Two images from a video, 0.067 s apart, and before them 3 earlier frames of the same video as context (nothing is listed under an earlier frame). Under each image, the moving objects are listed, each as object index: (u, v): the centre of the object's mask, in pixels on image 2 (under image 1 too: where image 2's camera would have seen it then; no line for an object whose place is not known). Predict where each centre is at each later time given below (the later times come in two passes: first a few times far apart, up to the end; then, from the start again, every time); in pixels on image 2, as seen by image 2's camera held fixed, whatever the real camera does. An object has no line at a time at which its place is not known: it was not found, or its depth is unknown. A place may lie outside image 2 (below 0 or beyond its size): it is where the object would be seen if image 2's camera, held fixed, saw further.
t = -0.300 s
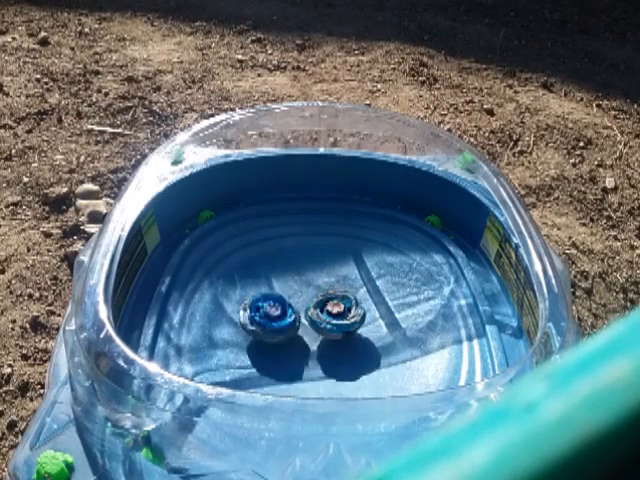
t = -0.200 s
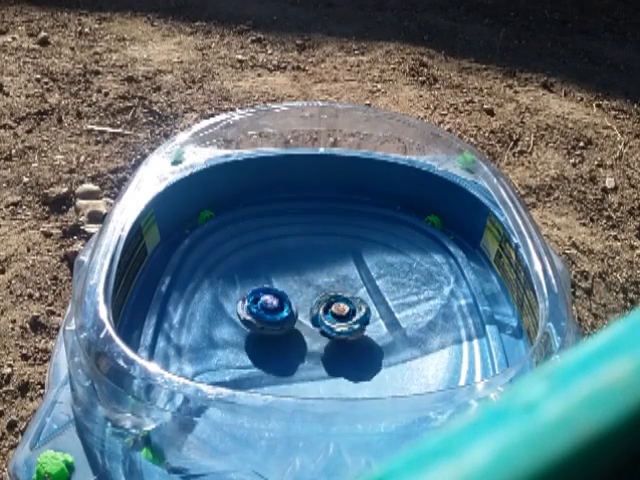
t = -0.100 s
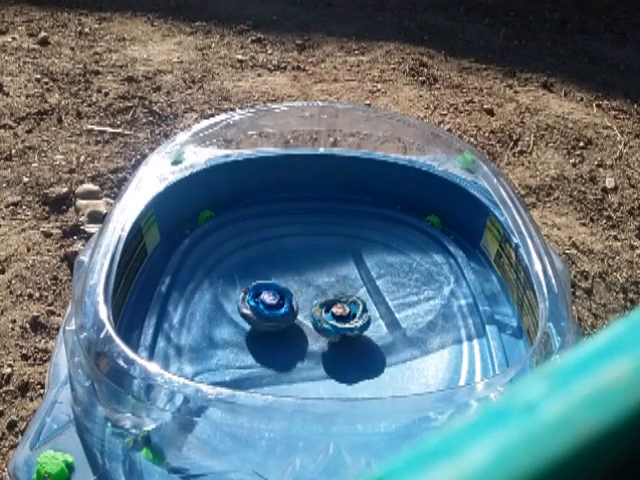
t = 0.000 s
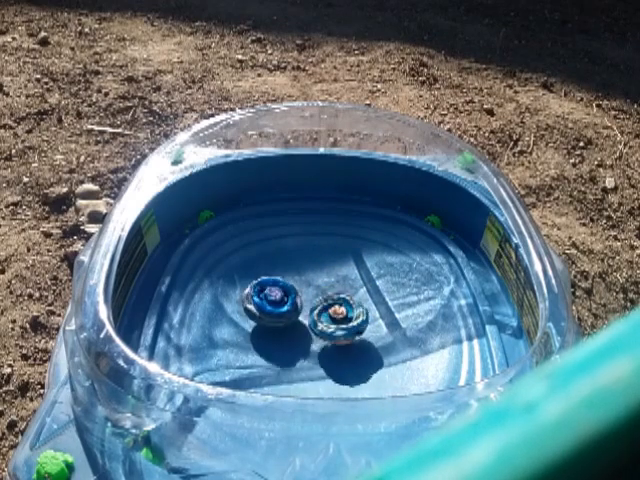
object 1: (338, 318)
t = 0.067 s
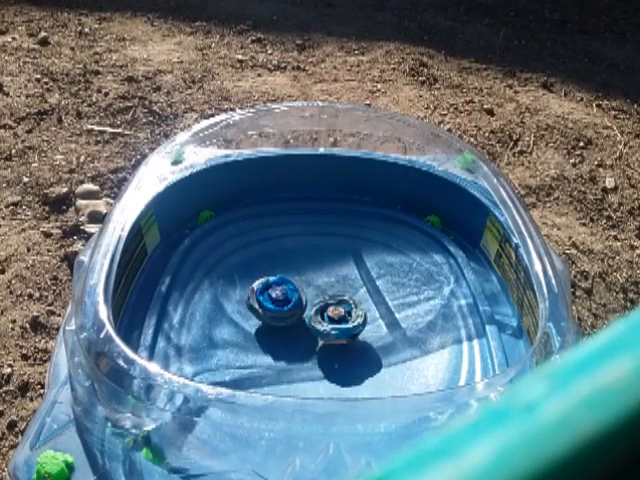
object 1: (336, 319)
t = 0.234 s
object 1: (341, 324)
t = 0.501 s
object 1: (334, 330)
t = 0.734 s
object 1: (325, 343)
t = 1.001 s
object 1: (312, 346)
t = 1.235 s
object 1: (301, 341)
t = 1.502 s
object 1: (291, 329)
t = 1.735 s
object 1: (294, 318)
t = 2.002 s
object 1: (272, 284)
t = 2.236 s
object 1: (287, 283)
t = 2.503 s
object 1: (313, 289)
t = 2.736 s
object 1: (335, 292)
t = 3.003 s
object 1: (348, 302)
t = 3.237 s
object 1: (352, 310)
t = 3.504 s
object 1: (351, 318)
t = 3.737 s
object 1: (358, 326)
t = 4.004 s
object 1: (357, 333)
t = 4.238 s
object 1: (355, 341)
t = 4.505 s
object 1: (347, 343)
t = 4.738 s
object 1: (338, 343)
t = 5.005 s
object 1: (331, 343)
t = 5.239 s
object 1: (326, 347)
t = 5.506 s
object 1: (319, 353)
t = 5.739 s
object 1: (315, 352)
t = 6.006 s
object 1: (306, 355)
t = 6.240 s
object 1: (298, 350)
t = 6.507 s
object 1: (277, 356)
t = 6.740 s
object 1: (277, 341)
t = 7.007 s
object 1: (256, 318)
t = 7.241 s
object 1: (246, 307)
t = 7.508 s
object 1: (248, 287)
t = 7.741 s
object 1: (265, 269)
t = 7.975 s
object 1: (296, 268)
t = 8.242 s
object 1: (339, 270)
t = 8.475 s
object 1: (358, 265)
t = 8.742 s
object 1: (359, 285)
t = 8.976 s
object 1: (369, 281)
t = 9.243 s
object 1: (361, 290)
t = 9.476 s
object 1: (361, 315)
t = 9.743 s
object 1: (385, 327)
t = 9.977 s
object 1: (389, 324)
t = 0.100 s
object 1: (335, 319)
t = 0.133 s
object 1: (334, 320)
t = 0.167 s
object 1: (335, 320)
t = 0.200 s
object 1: (336, 321)
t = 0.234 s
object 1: (341, 324)
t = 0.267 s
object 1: (341, 325)
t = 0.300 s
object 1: (341, 326)
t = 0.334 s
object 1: (340, 326)
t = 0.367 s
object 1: (338, 327)
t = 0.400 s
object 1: (338, 328)
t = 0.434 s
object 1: (336, 329)
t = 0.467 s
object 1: (335, 329)
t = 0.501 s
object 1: (334, 330)
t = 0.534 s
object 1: (333, 329)
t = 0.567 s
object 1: (332, 330)
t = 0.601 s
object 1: (331, 330)
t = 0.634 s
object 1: (329, 329)
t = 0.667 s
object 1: (329, 331)
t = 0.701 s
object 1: (328, 339)
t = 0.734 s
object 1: (325, 343)
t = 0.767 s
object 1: (323, 346)
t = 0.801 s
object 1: (321, 347)
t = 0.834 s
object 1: (319, 348)
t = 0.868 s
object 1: (318, 349)
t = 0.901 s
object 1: (317, 348)
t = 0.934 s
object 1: (314, 348)
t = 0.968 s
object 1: (313, 348)
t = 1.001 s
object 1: (312, 346)
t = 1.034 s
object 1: (311, 345)
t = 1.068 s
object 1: (311, 344)
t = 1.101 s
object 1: (310, 342)
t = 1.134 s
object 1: (309, 340)
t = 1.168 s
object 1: (310, 339)
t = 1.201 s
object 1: (305, 341)
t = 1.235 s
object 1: (301, 341)
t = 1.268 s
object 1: (298, 340)
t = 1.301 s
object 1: (297, 339)
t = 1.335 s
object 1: (295, 337)
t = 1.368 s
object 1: (294, 336)
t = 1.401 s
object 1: (292, 334)
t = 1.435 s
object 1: (292, 333)
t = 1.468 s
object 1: (292, 331)
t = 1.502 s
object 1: (291, 329)
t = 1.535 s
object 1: (290, 328)
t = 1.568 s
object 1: (291, 326)
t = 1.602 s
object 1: (291, 324)
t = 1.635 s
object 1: (291, 322)
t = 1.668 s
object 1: (292, 320)
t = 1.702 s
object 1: (293, 319)
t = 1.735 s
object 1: (294, 318)
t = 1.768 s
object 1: (283, 311)
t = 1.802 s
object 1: (277, 305)
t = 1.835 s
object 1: (275, 300)
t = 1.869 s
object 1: (273, 296)
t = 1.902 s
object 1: (273, 293)
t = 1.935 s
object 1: (272, 289)
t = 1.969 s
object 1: (272, 287)
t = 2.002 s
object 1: (272, 284)
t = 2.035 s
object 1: (273, 282)
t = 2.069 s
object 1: (274, 282)
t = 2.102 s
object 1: (276, 282)
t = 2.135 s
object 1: (279, 282)
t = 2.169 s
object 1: (281, 282)
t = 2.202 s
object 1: (284, 282)
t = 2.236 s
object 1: (287, 283)
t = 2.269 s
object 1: (290, 284)
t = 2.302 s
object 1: (293, 286)
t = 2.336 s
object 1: (297, 288)
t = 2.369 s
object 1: (299, 289)
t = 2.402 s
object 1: (303, 290)
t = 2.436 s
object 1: (305, 290)
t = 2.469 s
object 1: (308, 290)
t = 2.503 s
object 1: (313, 289)
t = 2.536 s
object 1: (316, 289)
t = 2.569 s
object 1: (319, 289)
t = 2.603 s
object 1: (322, 290)
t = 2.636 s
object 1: (326, 290)
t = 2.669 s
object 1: (328, 291)
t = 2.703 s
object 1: (331, 292)
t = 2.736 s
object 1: (335, 292)
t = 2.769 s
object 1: (337, 293)
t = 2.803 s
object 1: (339, 294)
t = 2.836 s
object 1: (341, 295)
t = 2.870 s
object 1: (343, 297)
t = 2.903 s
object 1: (343, 298)
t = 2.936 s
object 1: (345, 299)
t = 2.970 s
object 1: (347, 300)
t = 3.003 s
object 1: (348, 302)
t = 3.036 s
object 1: (349, 303)
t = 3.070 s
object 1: (350, 304)
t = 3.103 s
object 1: (350, 306)
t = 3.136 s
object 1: (350, 307)
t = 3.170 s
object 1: (351, 308)
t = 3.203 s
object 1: (351, 309)
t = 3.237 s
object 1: (352, 310)
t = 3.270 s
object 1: (354, 311)
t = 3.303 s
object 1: (354, 313)
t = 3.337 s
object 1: (355, 313)
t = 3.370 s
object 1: (355, 315)
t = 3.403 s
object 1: (354, 316)
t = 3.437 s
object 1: (353, 317)
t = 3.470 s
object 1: (353, 318)
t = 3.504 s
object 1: (351, 318)
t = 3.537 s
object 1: (350, 319)
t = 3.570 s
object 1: (354, 320)
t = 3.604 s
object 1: (358, 322)
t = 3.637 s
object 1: (359, 323)
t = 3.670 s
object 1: (359, 325)
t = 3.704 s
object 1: (358, 325)
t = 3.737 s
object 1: (358, 326)
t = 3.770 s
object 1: (357, 327)
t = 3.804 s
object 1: (356, 328)
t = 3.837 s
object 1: (355, 328)
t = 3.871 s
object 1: (354, 329)
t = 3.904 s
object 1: (352, 329)
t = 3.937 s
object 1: (352, 329)
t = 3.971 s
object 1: (355, 331)
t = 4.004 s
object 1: (357, 333)
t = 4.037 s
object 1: (357, 334)
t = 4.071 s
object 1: (357, 334)
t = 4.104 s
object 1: (352, 335)
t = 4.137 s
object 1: (350, 335)
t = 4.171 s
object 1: (350, 336)
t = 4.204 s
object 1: (355, 339)
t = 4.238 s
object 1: (355, 341)
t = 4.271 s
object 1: (355, 339)
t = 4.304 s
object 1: (353, 340)
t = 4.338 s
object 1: (350, 341)
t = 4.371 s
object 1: (347, 340)
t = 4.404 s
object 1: (345, 340)
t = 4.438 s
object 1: (345, 341)
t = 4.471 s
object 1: (348, 342)
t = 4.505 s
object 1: (347, 343)
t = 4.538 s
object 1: (347, 343)
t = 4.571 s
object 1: (344, 343)
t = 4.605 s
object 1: (342, 343)
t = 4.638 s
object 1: (341, 342)
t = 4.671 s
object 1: (339, 342)
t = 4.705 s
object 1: (338, 341)
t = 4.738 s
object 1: (338, 343)
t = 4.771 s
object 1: (336, 342)
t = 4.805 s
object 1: (336, 342)
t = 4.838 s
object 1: (336, 343)
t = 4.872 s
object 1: (336, 343)
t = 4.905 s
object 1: (334, 343)
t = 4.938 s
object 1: (332, 342)
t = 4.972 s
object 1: (333, 343)
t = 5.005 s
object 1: (331, 343)
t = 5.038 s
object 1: (330, 343)
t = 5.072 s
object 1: (329, 344)
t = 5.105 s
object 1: (328, 343)
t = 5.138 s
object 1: (328, 343)
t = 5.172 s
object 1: (327, 343)
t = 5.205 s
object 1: (326, 342)
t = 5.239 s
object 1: (326, 347)
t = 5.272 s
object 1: (325, 350)
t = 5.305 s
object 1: (324, 352)
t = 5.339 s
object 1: (322, 353)
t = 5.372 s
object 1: (322, 354)
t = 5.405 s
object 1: (321, 355)
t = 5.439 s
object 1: (320, 354)
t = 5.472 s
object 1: (320, 353)
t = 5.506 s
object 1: (319, 353)
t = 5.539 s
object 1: (319, 353)
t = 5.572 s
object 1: (318, 352)
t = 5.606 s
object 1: (319, 351)
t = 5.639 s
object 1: (318, 350)
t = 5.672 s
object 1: (318, 348)
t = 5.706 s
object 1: (318, 347)
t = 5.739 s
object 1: (315, 352)
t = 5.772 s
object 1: (313, 355)
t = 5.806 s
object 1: (312, 356)
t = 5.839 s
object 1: (311, 357)
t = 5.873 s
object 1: (309, 355)
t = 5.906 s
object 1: (309, 357)
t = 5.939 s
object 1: (308, 356)
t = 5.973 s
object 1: (308, 355)
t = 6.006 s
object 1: (306, 355)
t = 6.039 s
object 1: (306, 353)
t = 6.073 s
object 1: (306, 352)
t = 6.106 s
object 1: (305, 351)
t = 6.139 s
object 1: (304, 348)
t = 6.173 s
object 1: (304, 346)
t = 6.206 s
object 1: (303, 343)
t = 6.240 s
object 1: (298, 350)
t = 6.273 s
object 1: (292, 357)
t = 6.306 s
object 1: (290, 360)
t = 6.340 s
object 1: (286, 360)
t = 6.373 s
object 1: (282, 359)
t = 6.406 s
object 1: (281, 360)
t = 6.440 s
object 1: (279, 357)
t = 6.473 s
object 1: (278, 358)
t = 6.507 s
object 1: (277, 356)
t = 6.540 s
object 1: (277, 356)
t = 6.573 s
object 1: (276, 353)
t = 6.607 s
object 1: (276, 353)
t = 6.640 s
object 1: (276, 349)
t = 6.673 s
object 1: (276, 347)
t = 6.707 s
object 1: (277, 342)
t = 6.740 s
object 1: (277, 341)
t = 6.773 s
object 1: (278, 335)
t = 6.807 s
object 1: (279, 333)
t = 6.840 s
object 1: (280, 327)
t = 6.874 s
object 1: (279, 323)
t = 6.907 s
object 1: (271, 325)
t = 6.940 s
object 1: (264, 324)
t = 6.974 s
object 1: (260, 322)
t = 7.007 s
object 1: (256, 318)
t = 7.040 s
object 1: (253, 315)
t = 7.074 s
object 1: (249, 314)
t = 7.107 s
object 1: (248, 312)
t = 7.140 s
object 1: (246, 310)
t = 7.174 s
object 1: (245, 309)
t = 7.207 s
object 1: (246, 309)
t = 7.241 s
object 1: (246, 307)
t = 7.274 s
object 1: (246, 306)
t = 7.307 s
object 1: (248, 307)
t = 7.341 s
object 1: (250, 306)
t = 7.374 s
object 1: (253, 305)
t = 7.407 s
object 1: (257, 304)
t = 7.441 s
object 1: (250, 296)
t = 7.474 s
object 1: (248, 290)
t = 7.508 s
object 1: (248, 287)
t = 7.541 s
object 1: (251, 284)
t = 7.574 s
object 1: (253, 280)
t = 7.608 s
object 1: (255, 276)
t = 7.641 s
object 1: (257, 274)
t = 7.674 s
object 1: (259, 272)
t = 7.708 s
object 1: (261, 271)
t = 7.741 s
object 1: (265, 269)
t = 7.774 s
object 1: (268, 268)
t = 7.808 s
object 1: (273, 267)
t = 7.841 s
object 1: (277, 266)
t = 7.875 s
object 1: (281, 267)
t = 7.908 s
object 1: (286, 268)
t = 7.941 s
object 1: (291, 268)
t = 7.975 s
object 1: (296, 268)
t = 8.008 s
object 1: (302, 269)
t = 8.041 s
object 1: (307, 269)
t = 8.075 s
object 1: (313, 270)
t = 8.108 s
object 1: (318, 271)
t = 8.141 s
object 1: (324, 272)
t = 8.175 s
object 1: (330, 272)
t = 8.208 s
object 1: (334, 272)
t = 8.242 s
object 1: (339, 270)
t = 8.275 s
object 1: (342, 269)
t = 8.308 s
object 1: (346, 268)
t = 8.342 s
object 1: (350, 267)
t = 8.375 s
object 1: (353, 265)
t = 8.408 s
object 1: (355, 265)
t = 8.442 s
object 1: (356, 264)
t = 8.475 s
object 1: (358, 265)
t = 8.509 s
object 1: (359, 265)
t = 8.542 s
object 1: (359, 266)
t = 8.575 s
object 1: (359, 268)
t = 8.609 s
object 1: (359, 270)
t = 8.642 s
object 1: (359, 272)
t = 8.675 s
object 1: (358, 276)
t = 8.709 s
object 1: (358, 280)
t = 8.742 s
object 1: (359, 285)
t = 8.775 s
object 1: (359, 288)
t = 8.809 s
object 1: (359, 288)
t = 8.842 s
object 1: (360, 288)
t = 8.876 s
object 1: (361, 289)
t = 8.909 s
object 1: (367, 284)
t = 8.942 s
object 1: (369, 281)
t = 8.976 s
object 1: (369, 281)
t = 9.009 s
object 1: (369, 282)
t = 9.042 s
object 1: (370, 282)
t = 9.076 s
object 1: (370, 282)
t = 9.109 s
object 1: (368, 281)
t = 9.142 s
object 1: (365, 282)
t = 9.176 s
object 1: (363, 284)
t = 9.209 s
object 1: (363, 287)
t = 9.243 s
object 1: (361, 290)
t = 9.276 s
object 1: (360, 292)
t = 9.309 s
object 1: (357, 295)
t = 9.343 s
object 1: (357, 300)
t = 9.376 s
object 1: (357, 306)
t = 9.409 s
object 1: (359, 309)
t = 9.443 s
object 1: (360, 312)
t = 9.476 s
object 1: (361, 315)
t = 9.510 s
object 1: (363, 317)
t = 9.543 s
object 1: (367, 321)
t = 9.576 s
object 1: (370, 323)
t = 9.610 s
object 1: (374, 324)
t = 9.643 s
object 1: (377, 325)
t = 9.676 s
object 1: (379, 326)
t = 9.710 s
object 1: (383, 326)
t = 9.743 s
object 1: (385, 327)
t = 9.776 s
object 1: (386, 325)
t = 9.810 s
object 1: (388, 325)
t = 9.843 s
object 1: (388, 325)
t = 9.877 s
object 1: (390, 325)
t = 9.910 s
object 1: (392, 324)
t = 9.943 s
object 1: (391, 324)
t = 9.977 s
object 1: (389, 324)
